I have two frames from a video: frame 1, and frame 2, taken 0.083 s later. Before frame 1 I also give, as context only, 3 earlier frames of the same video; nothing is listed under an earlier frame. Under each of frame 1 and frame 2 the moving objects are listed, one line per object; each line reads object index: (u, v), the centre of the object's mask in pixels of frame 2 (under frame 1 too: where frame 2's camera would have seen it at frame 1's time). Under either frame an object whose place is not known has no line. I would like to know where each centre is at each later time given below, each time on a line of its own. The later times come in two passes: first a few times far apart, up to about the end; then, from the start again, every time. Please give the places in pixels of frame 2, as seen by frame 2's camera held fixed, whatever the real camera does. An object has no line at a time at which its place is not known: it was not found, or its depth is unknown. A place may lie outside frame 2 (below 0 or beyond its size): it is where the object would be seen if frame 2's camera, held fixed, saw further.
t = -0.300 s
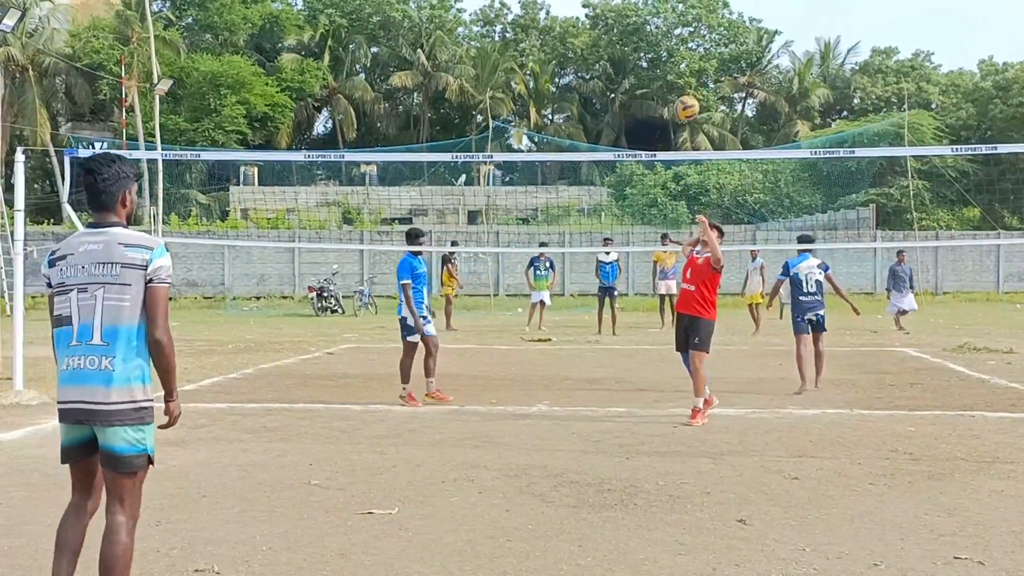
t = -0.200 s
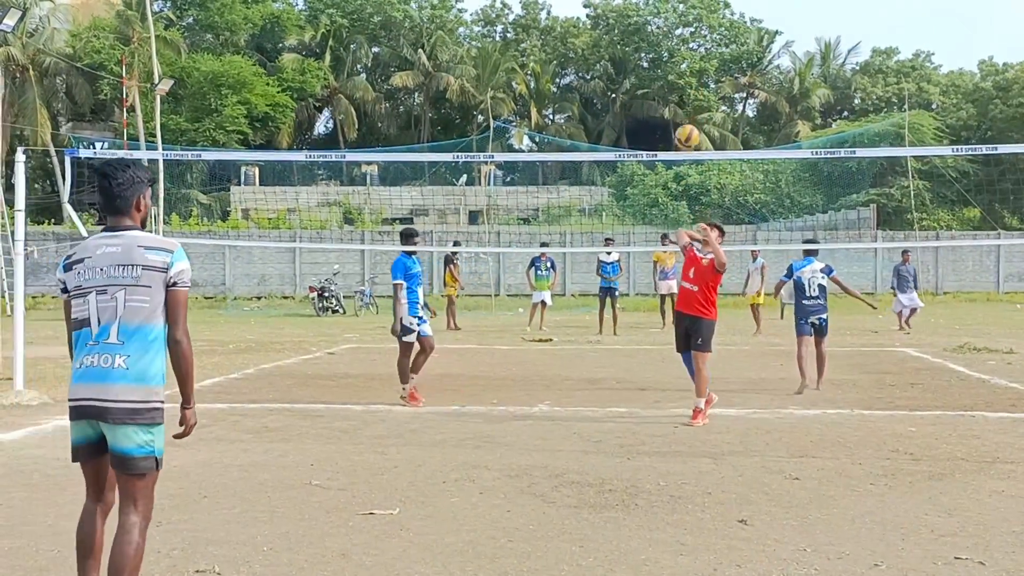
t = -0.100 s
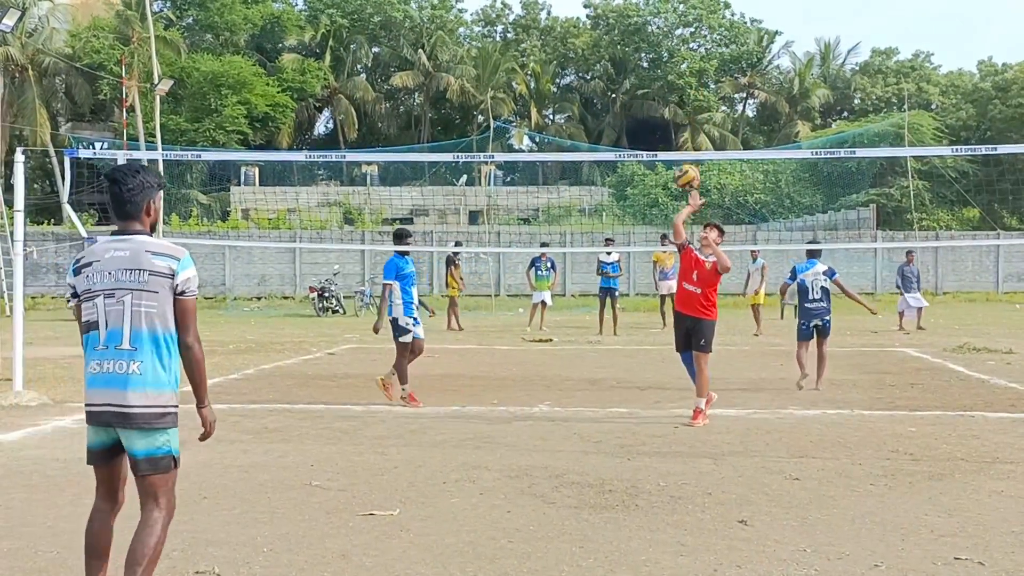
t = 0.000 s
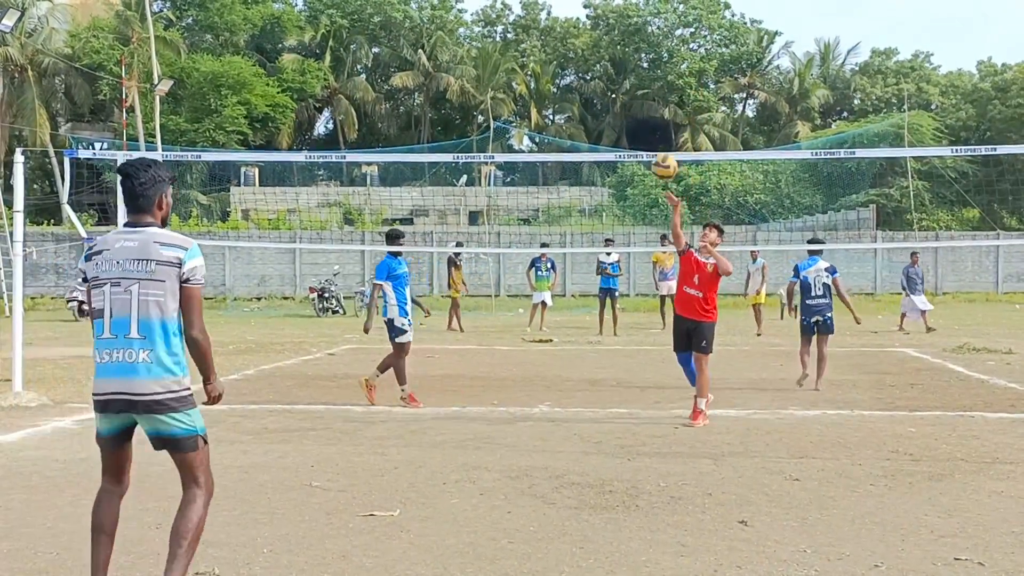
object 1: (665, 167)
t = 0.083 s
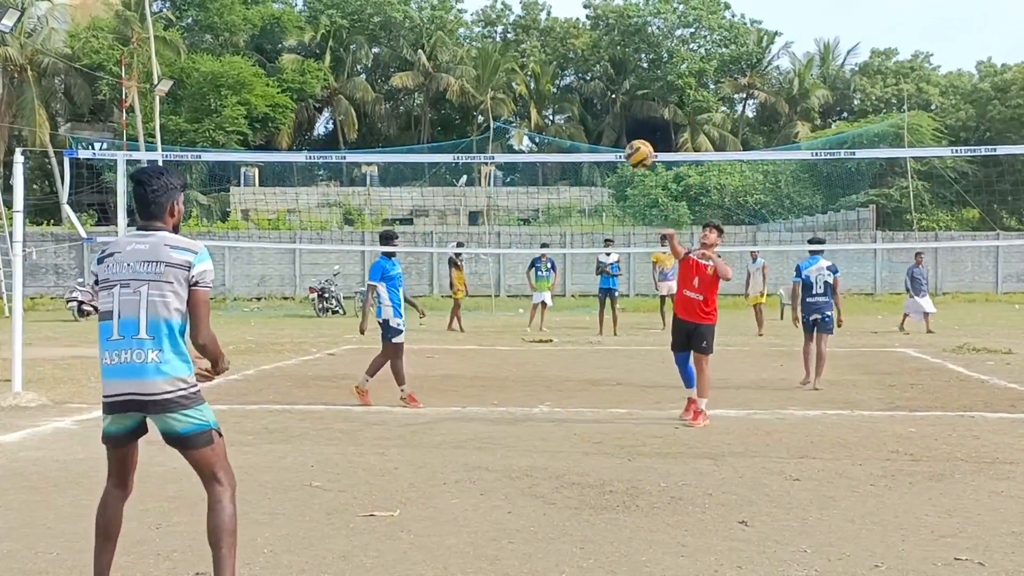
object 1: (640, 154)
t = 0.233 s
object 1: (586, 157)
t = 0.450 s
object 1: (481, 261)
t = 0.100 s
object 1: (634, 153)
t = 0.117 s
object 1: (629, 151)
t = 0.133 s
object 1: (623, 151)
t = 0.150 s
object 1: (617, 150)
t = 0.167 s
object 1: (612, 150)
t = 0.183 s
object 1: (605, 151)
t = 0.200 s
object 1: (599, 153)
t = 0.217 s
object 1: (593, 154)
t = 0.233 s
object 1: (586, 157)
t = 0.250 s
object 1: (580, 160)
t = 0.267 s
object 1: (573, 163)
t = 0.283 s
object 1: (565, 168)
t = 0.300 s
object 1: (558, 173)
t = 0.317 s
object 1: (551, 179)
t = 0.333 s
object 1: (543, 185)
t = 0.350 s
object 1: (535, 193)
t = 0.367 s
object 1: (527, 202)
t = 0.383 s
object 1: (518, 212)
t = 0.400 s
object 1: (509, 223)
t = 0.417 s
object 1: (500, 234)
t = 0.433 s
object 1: (490, 247)
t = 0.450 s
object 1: (481, 261)
